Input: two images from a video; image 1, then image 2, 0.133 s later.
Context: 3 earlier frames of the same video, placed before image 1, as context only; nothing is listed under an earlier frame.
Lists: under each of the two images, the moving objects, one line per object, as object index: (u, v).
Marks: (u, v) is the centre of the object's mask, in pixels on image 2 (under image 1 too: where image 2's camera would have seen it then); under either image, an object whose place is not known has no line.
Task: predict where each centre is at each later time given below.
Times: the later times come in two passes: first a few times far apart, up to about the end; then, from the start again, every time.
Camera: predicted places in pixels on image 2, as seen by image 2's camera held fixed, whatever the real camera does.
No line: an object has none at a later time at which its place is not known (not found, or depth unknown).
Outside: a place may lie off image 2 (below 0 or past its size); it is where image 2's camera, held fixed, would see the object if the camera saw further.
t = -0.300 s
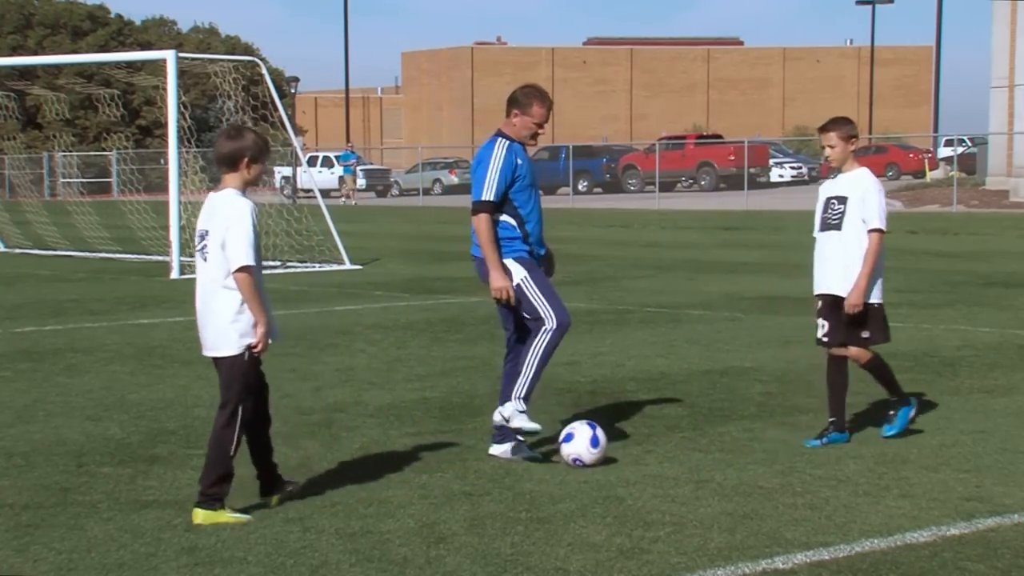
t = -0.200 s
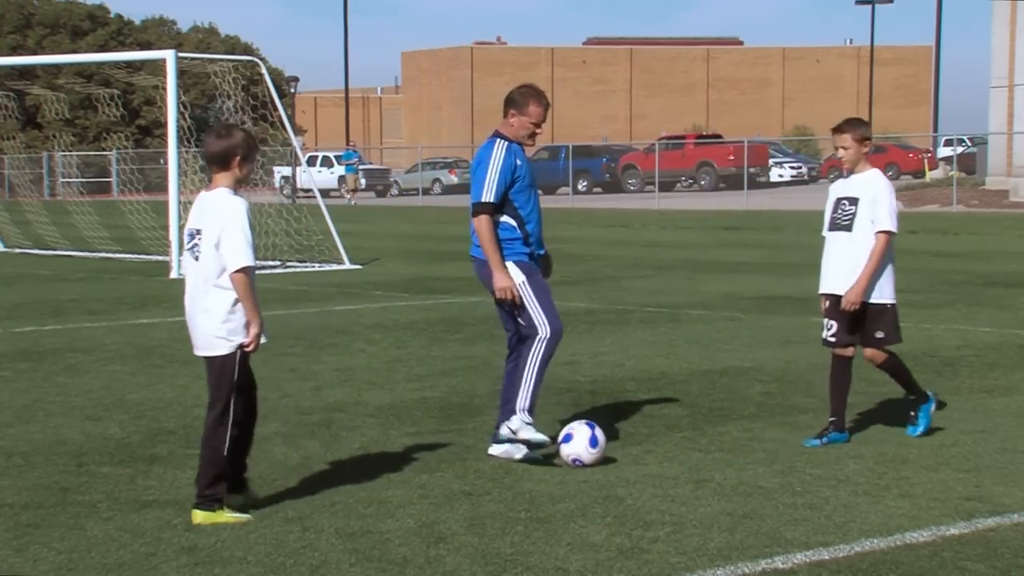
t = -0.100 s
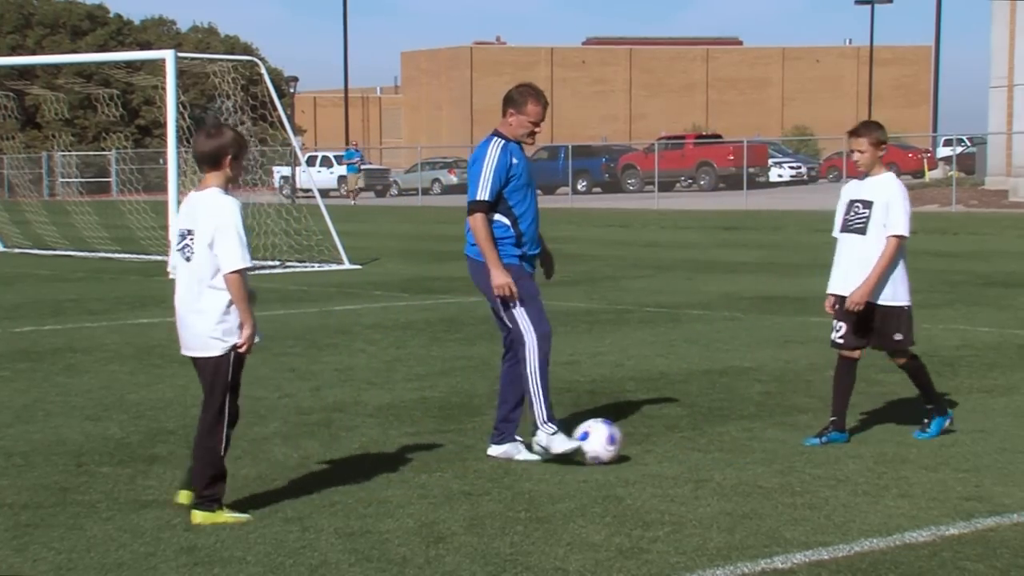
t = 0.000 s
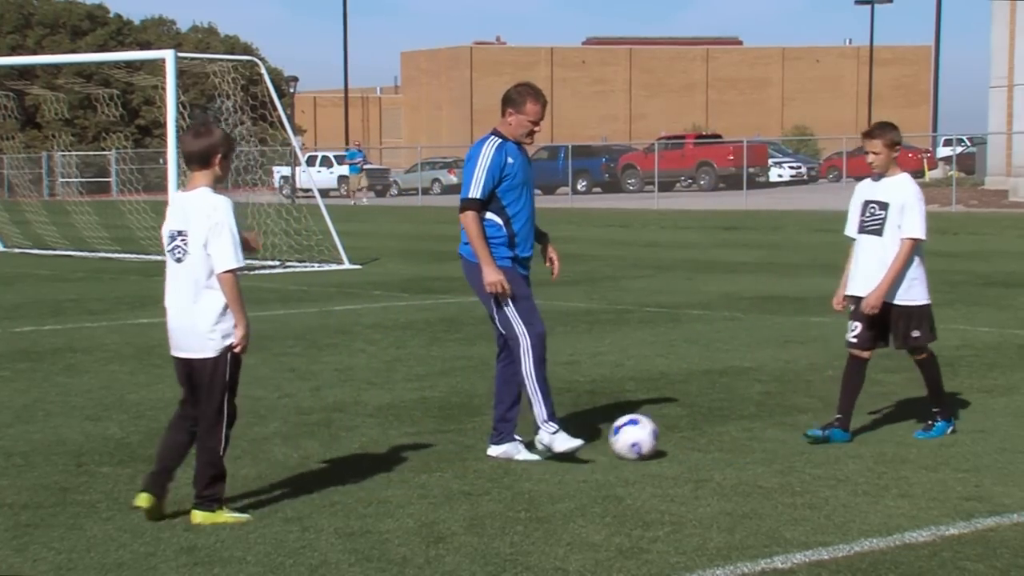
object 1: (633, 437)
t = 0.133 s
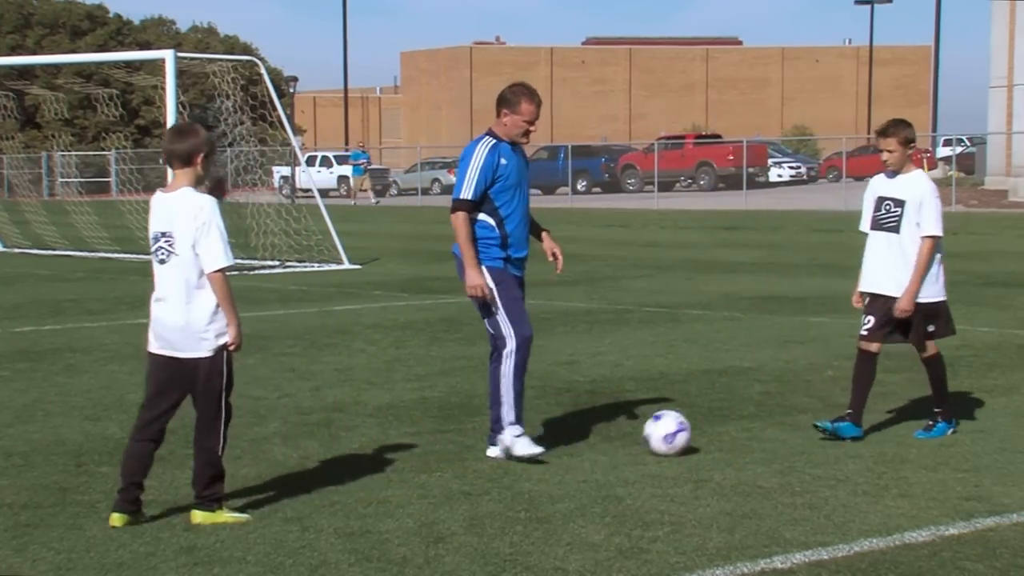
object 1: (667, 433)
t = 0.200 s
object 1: (682, 431)
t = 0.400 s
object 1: (726, 425)
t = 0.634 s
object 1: (775, 422)
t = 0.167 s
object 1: (674, 432)
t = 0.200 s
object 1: (682, 431)
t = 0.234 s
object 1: (690, 430)
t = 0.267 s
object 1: (697, 430)
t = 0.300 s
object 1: (704, 428)
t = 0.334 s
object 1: (712, 427)
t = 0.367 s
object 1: (719, 427)
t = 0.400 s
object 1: (726, 425)
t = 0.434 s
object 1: (734, 425)
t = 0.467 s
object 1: (741, 424)
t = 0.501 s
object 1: (747, 423)
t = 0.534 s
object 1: (755, 423)
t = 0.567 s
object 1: (762, 422)
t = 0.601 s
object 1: (768, 422)
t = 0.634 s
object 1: (775, 422)
